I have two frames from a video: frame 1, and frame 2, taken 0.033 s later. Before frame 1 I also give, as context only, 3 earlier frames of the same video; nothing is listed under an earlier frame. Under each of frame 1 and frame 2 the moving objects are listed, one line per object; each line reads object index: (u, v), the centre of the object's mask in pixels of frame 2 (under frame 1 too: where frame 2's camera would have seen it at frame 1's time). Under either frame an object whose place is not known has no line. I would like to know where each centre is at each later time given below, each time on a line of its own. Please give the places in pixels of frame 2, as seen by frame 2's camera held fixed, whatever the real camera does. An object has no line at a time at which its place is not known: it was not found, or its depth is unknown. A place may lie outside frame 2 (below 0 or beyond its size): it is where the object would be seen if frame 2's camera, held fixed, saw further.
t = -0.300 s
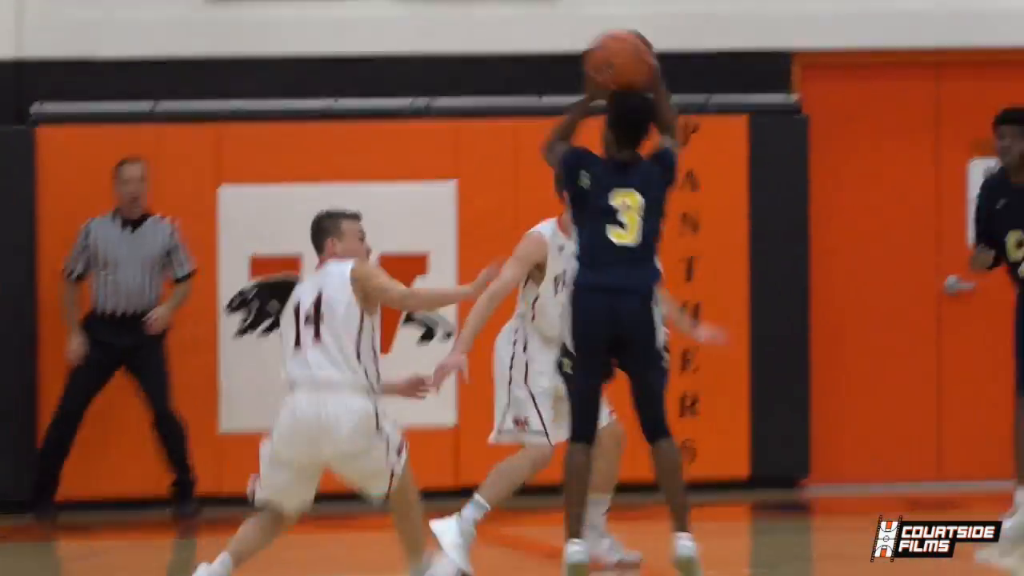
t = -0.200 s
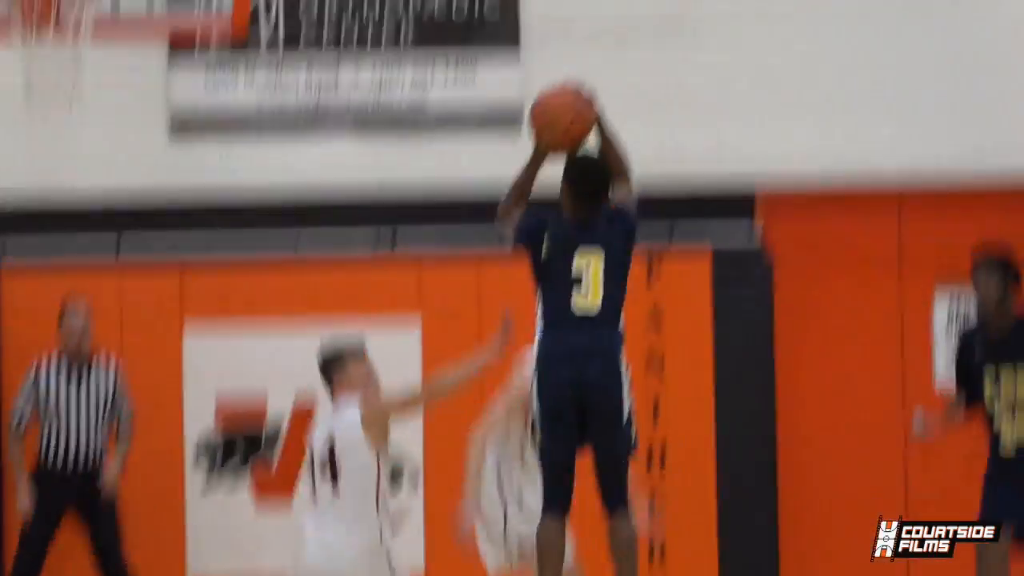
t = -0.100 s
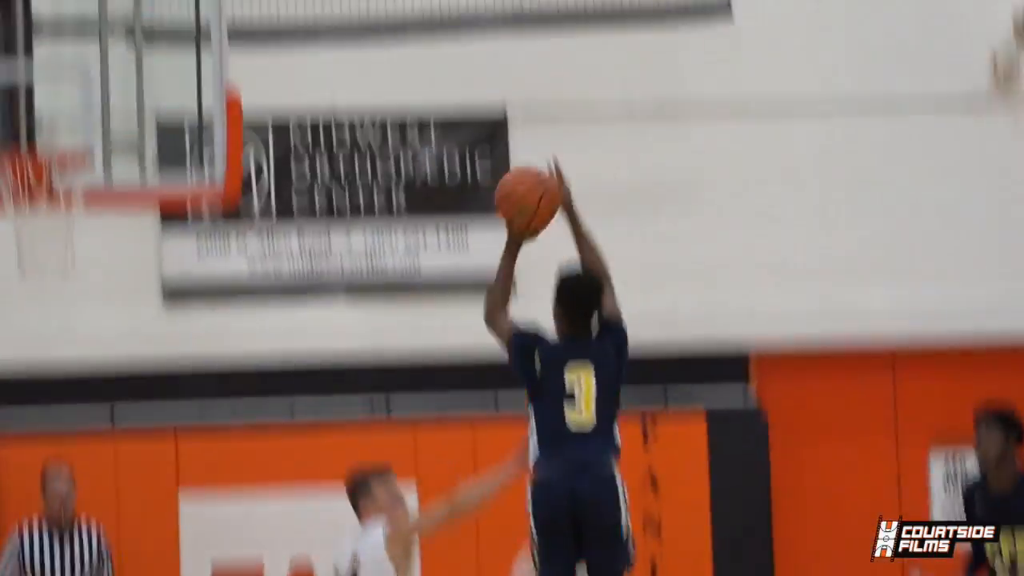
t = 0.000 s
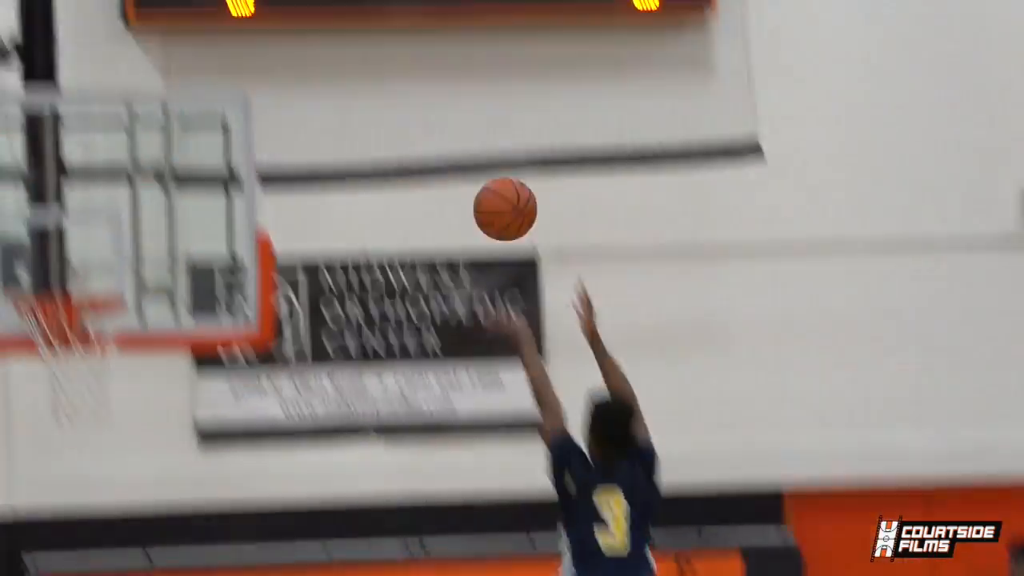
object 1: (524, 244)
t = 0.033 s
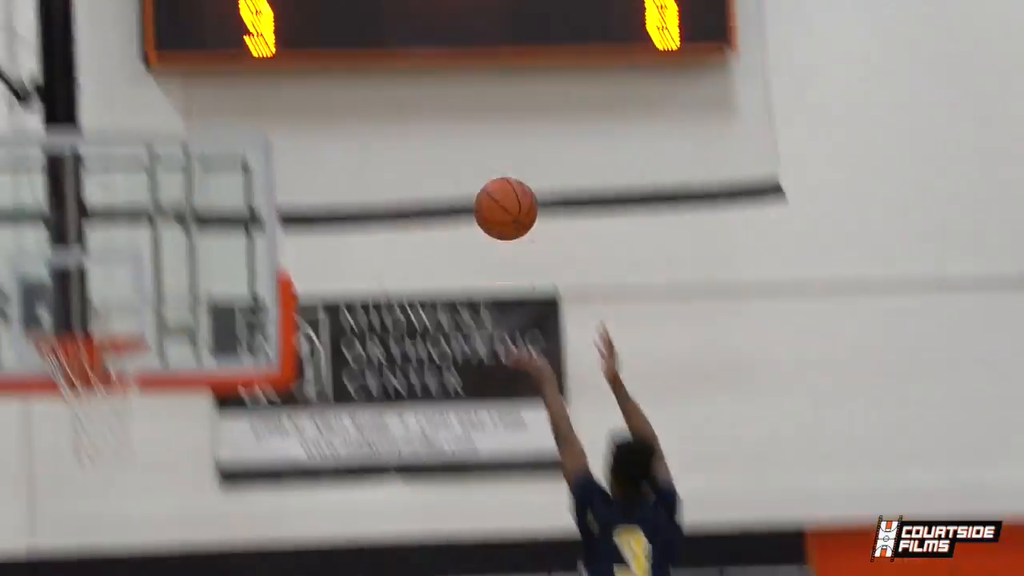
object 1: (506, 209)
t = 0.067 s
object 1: (489, 177)
